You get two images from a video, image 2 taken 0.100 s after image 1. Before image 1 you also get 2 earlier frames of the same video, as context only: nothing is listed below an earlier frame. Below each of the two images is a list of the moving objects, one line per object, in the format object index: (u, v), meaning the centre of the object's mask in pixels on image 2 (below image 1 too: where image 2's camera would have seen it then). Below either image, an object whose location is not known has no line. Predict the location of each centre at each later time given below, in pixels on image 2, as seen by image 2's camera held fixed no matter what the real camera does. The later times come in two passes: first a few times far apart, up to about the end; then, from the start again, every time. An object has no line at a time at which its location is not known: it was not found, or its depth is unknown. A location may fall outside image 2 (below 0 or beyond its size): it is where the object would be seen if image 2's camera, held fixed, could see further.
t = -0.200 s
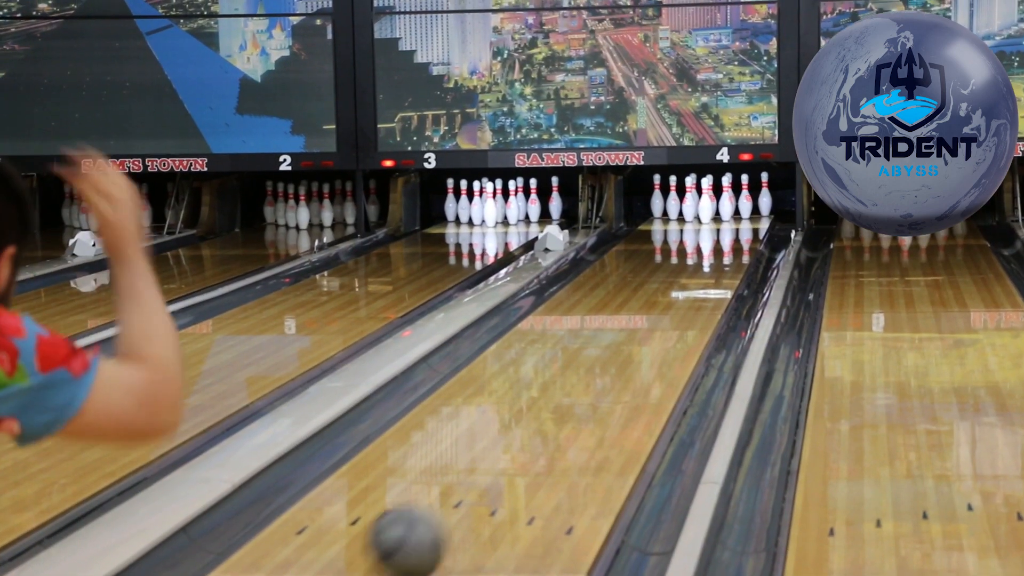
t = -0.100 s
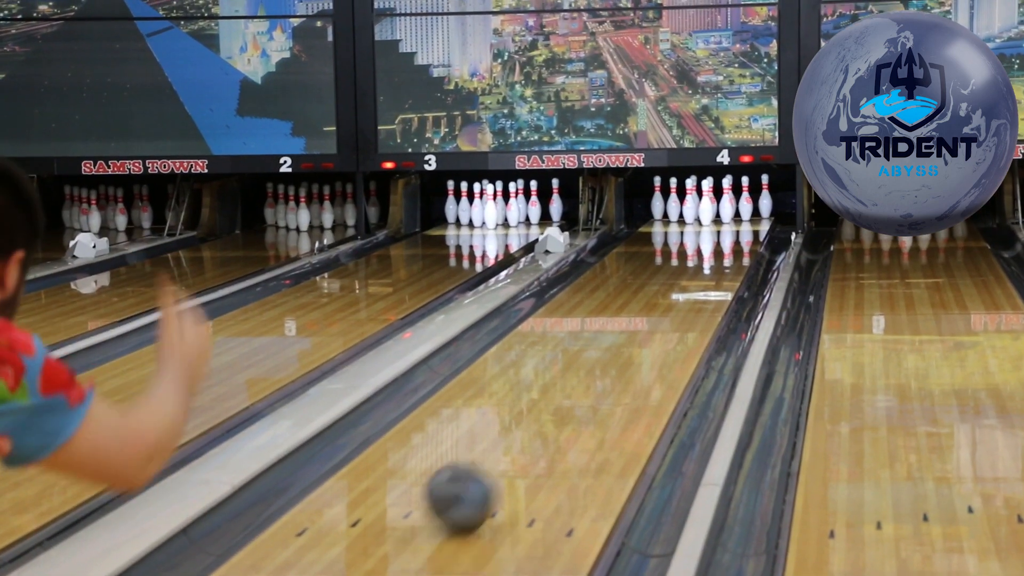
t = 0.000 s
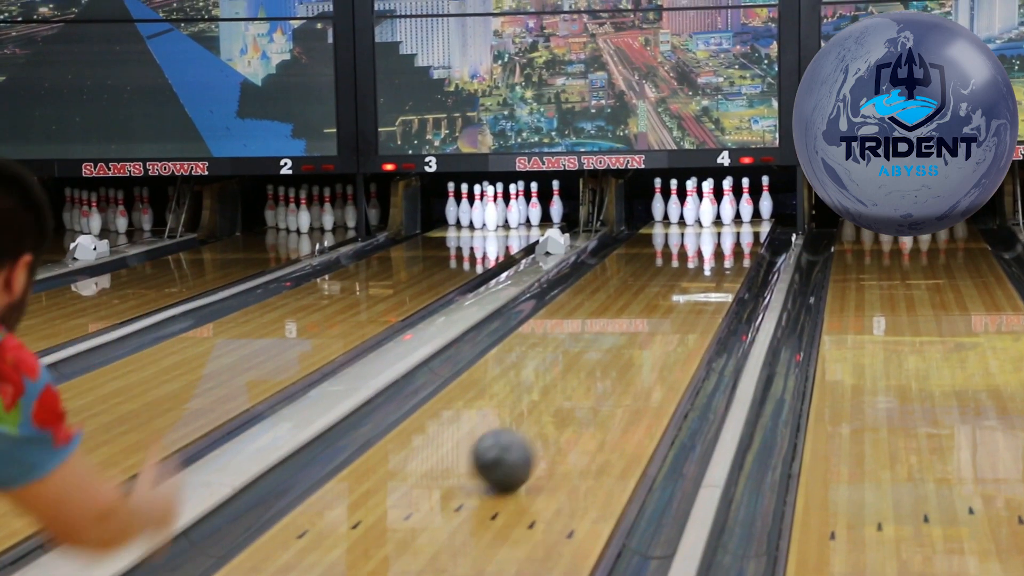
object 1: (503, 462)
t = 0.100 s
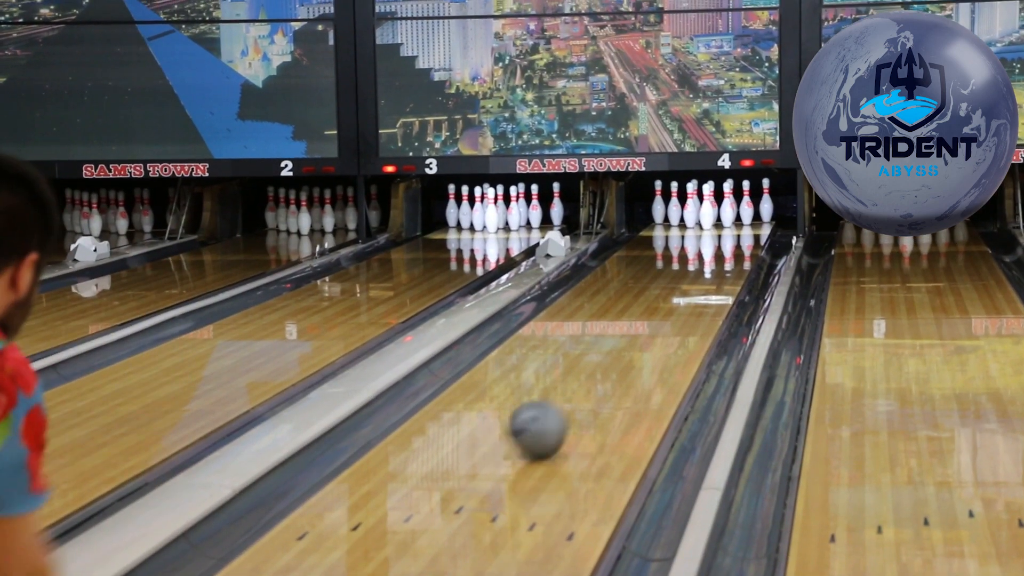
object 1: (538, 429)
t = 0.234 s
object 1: (576, 393)
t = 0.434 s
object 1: (621, 350)
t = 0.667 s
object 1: (660, 312)
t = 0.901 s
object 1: (689, 283)
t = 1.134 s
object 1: (709, 261)
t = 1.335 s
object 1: (717, 245)
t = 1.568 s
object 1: (720, 230)
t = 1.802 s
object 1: (716, 218)
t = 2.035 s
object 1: (722, 212)
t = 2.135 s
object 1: (722, 211)
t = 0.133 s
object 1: (549, 419)
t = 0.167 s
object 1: (558, 410)
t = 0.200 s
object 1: (567, 402)
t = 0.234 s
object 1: (576, 393)
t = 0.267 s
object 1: (585, 384)
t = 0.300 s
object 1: (593, 377)
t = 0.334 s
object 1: (601, 370)
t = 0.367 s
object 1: (608, 363)
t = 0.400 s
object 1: (615, 357)
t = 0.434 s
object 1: (621, 350)
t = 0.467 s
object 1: (628, 344)
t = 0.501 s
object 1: (634, 338)
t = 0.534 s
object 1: (640, 333)
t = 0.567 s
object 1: (645, 327)
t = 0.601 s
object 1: (650, 322)
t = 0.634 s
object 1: (656, 316)
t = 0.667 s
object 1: (660, 312)
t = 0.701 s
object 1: (665, 307)
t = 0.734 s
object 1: (669, 303)
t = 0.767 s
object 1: (673, 298)
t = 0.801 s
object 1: (677, 295)
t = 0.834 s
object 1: (681, 291)
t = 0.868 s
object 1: (685, 287)
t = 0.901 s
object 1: (689, 283)
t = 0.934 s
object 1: (692, 280)
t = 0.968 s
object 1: (695, 277)
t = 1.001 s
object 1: (698, 273)
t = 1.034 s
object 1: (702, 270)
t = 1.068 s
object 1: (704, 267)
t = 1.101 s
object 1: (707, 265)
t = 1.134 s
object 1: (709, 261)
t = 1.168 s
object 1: (711, 258)
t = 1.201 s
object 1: (712, 256)
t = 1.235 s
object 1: (714, 253)
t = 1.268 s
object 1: (715, 250)
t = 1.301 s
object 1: (716, 247)
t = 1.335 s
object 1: (717, 245)
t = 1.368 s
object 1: (718, 243)
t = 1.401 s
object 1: (719, 240)
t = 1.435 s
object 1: (720, 238)
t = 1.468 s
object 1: (720, 236)
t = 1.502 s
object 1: (720, 234)
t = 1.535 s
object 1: (720, 232)
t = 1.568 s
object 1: (720, 230)
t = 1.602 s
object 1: (720, 229)
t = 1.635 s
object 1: (719, 227)
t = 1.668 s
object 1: (719, 225)
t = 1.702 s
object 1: (718, 223)
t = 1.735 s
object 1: (717, 221)
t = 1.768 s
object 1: (716, 220)
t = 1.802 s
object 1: (716, 218)
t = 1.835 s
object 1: (717, 217)
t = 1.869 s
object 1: (719, 216)
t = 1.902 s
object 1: (718, 215)
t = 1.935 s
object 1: (719, 214)
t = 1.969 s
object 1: (721, 213)
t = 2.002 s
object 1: (722, 213)
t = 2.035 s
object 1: (722, 212)
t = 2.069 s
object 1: (723, 212)
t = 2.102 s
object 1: (723, 211)
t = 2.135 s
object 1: (722, 211)
